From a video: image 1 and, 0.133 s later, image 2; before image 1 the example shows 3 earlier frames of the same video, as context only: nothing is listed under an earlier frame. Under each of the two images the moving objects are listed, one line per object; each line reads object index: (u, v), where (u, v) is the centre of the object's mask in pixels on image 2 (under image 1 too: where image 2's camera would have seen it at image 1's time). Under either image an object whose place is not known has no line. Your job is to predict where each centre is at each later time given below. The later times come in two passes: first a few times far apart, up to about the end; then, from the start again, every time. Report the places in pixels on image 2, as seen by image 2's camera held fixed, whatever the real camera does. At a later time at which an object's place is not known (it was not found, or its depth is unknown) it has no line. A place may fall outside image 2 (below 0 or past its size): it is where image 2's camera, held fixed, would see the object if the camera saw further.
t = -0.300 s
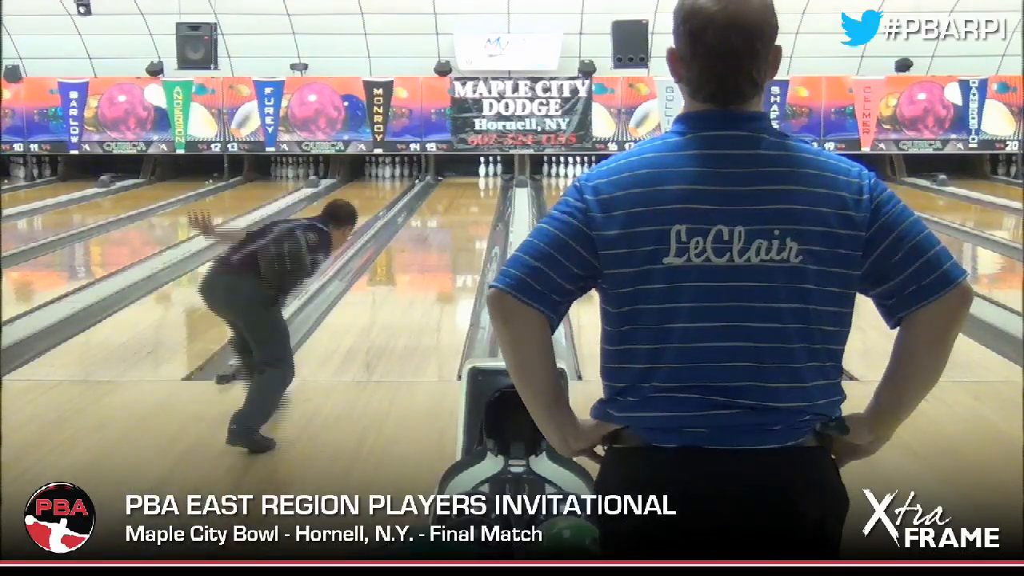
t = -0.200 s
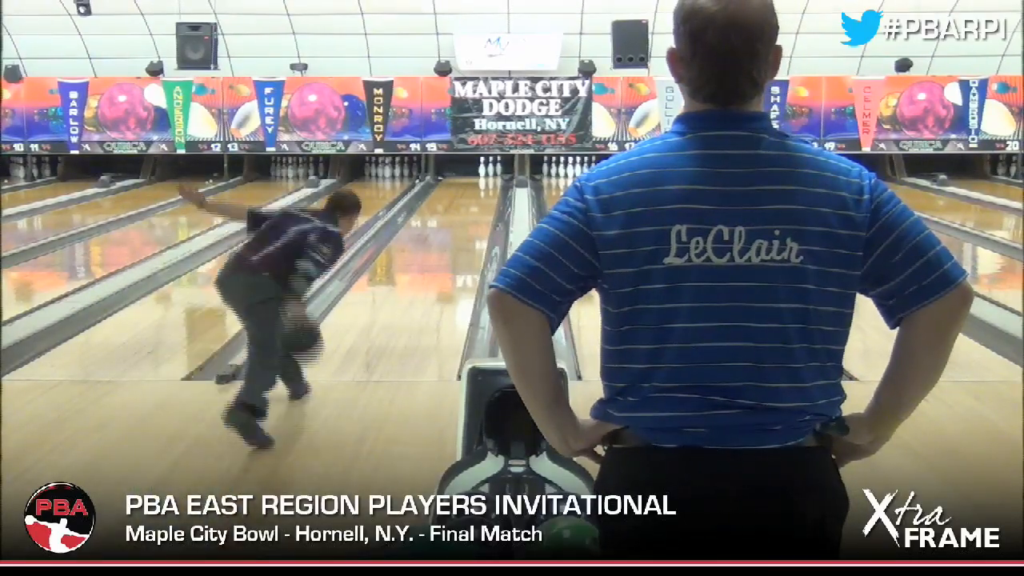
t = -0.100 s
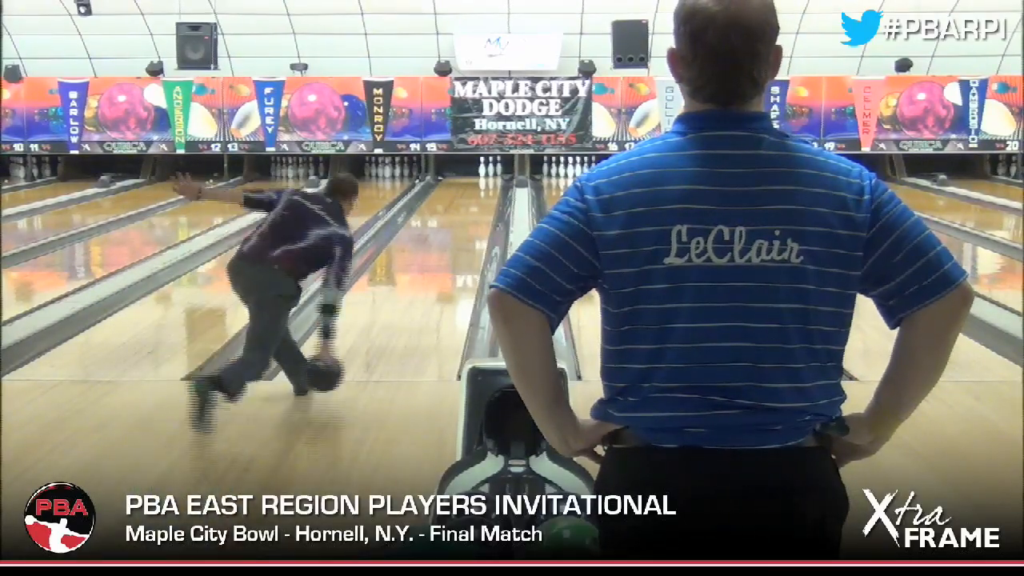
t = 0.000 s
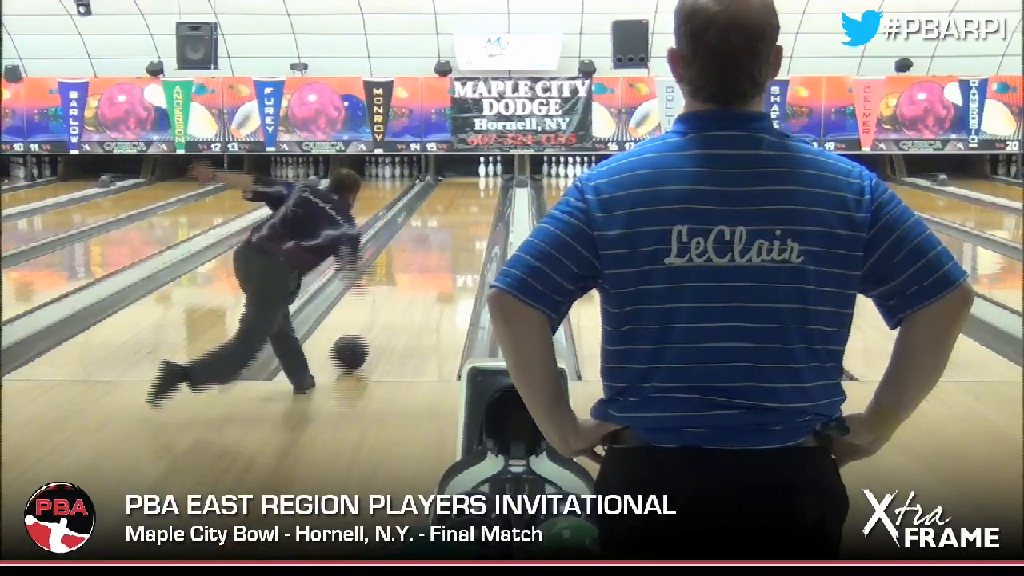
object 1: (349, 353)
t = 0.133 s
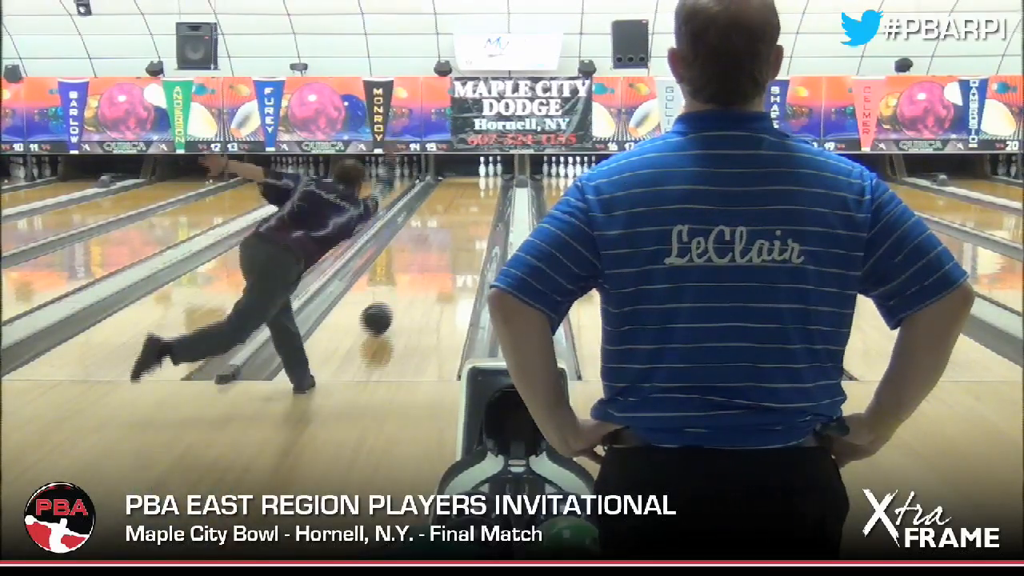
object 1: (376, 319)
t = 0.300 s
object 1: (401, 287)
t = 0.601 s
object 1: (432, 248)
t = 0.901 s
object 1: (452, 221)
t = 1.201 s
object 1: (467, 203)
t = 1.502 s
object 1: (476, 188)
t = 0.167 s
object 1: (382, 312)
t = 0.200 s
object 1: (387, 304)
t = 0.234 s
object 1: (392, 298)
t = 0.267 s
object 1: (397, 293)
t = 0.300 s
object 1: (401, 287)
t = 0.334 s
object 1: (405, 281)
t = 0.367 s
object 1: (409, 276)
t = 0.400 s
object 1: (413, 272)
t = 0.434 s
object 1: (416, 267)
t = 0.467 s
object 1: (420, 263)
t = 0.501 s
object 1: (423, 259)
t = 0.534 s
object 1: (426, 255)
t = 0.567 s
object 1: (429, 251)
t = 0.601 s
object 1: (432, 248)
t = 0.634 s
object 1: (434, 244)
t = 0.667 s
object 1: (437, 241)
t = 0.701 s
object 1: (440, 238)
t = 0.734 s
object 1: (442, 235)
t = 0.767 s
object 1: (444, 232)
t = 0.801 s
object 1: (446, 229)
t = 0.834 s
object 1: (448, 226)
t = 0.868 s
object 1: (451, 224)
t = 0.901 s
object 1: (452, 221)
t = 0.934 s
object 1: (454, 219)
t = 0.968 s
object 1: (456, 216)
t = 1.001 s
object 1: (458, 214)
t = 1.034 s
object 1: (459, 212)
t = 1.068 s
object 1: (461, 210)
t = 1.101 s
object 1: (462, 208)
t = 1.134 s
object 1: (464, 206)
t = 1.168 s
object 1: (465, 204)
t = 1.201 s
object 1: (467, 203)
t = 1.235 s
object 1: (468, 201)
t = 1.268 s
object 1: (469, 199)
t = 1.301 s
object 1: (471, 198)
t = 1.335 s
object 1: (472, 196)
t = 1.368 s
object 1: (473, 195)
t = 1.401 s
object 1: (474, 193)
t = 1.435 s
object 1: (474, 192)
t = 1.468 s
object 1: (475, 190)
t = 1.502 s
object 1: (476, 188)
